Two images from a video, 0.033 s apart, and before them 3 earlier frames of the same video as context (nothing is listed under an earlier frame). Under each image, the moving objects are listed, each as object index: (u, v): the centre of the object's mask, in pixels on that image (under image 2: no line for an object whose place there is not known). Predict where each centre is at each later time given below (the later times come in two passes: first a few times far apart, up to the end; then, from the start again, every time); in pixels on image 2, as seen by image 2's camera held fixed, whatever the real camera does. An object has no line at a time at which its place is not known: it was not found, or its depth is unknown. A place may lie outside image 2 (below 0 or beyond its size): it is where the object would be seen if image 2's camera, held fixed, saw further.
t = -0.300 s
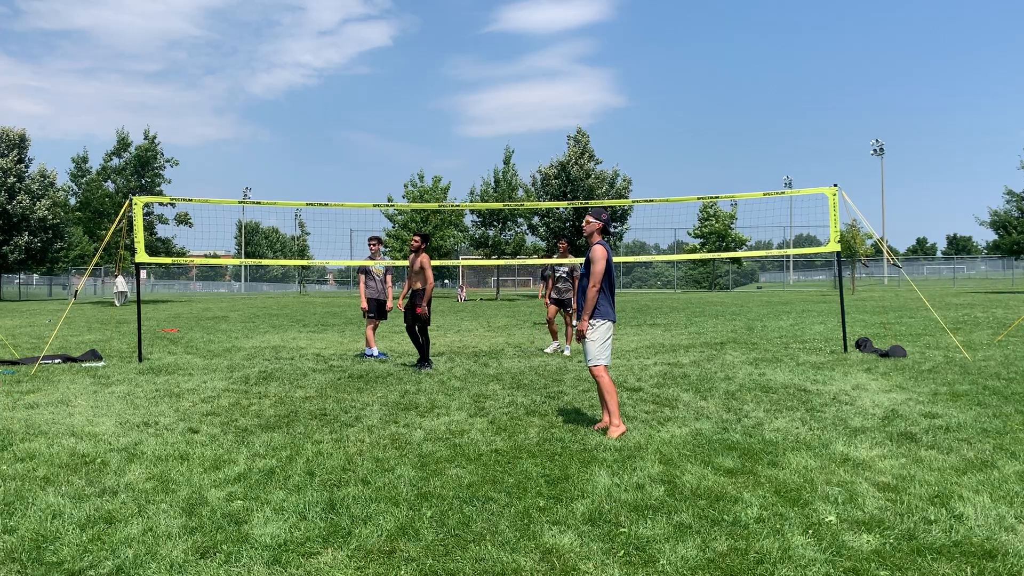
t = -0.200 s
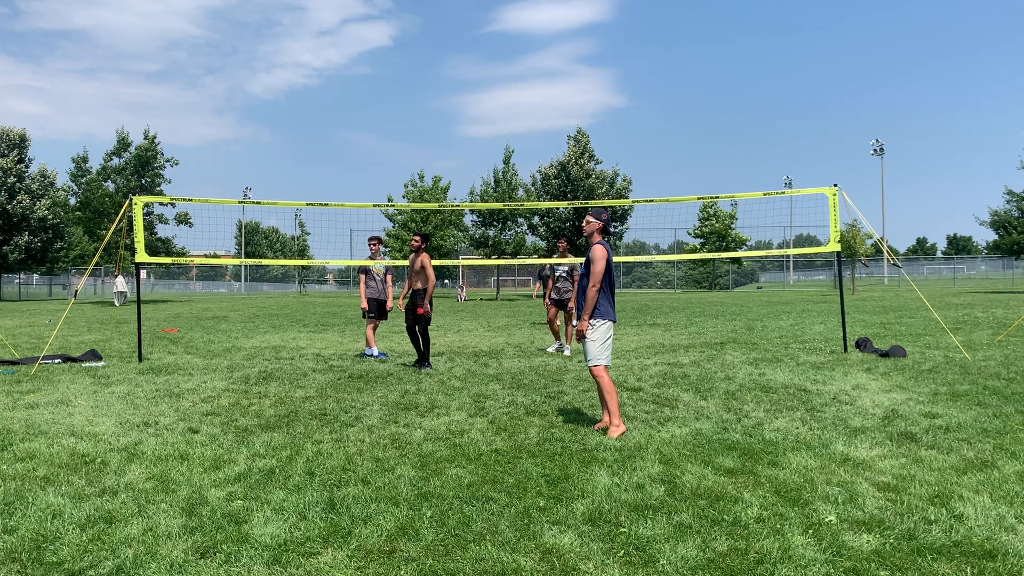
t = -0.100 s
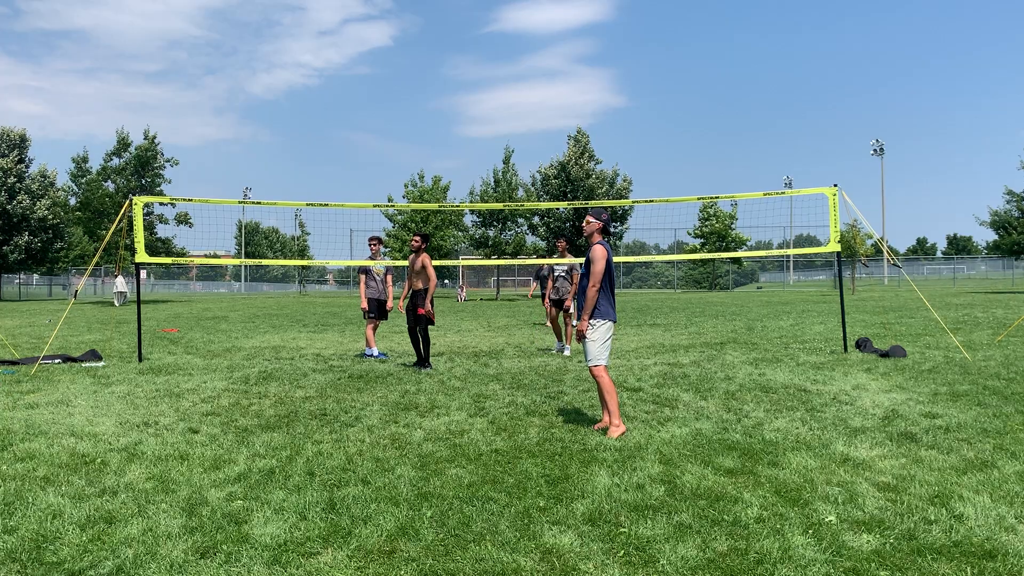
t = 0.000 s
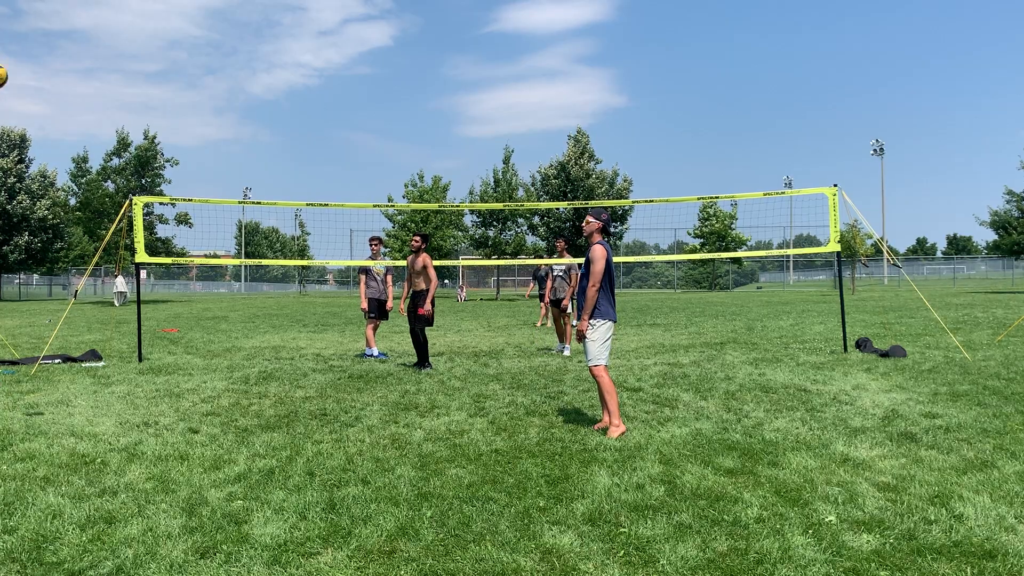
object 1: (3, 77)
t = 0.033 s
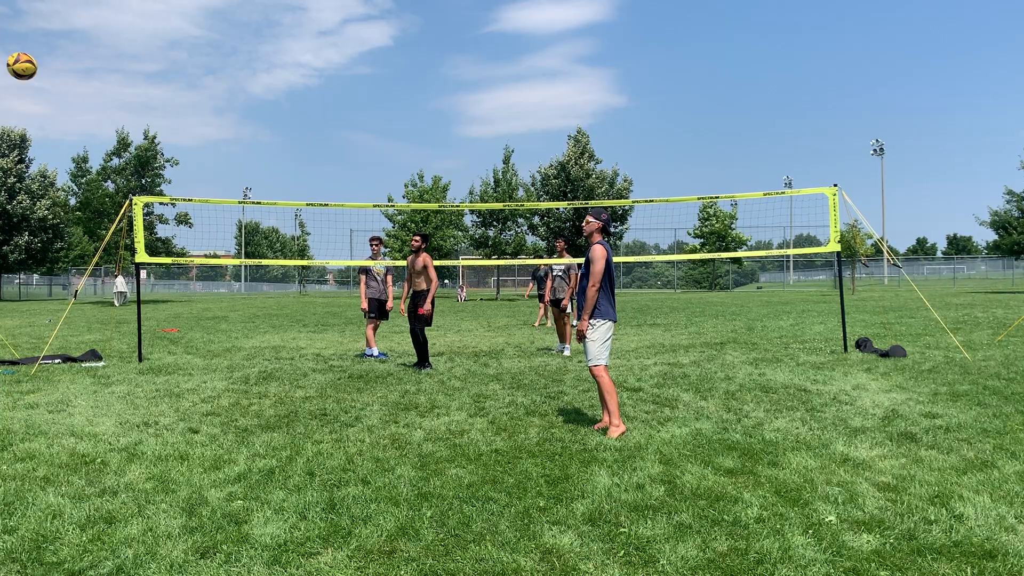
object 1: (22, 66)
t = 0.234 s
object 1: (181, 45)
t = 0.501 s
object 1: (354, 89)
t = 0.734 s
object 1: (474, 176)
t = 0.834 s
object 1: (519, 223)
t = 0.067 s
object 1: (51, 59)
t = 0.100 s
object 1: (78, 53)
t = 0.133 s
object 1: (105, 49)
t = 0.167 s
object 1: (131, 47)
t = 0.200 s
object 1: (156, 45)
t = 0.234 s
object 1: (181, 45)
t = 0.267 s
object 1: (205, 47)
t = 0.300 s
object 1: (228, 49)
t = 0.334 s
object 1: (251, 53)
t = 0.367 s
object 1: (273, 58)
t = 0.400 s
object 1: (294, 65)
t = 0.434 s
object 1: (314, 72)
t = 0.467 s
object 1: (334, 80)
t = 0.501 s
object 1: (354, 89)
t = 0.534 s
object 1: (373, 99)
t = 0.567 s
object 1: (391, 110)
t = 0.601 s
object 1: (409, 122)
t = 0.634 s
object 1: (426, 135)
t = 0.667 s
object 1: (443, 148)
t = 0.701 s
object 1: (459, 162)
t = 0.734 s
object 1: (474, 176)
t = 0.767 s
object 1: (489, 191)
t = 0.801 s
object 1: (504, 207)
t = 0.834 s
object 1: (519, 223)
